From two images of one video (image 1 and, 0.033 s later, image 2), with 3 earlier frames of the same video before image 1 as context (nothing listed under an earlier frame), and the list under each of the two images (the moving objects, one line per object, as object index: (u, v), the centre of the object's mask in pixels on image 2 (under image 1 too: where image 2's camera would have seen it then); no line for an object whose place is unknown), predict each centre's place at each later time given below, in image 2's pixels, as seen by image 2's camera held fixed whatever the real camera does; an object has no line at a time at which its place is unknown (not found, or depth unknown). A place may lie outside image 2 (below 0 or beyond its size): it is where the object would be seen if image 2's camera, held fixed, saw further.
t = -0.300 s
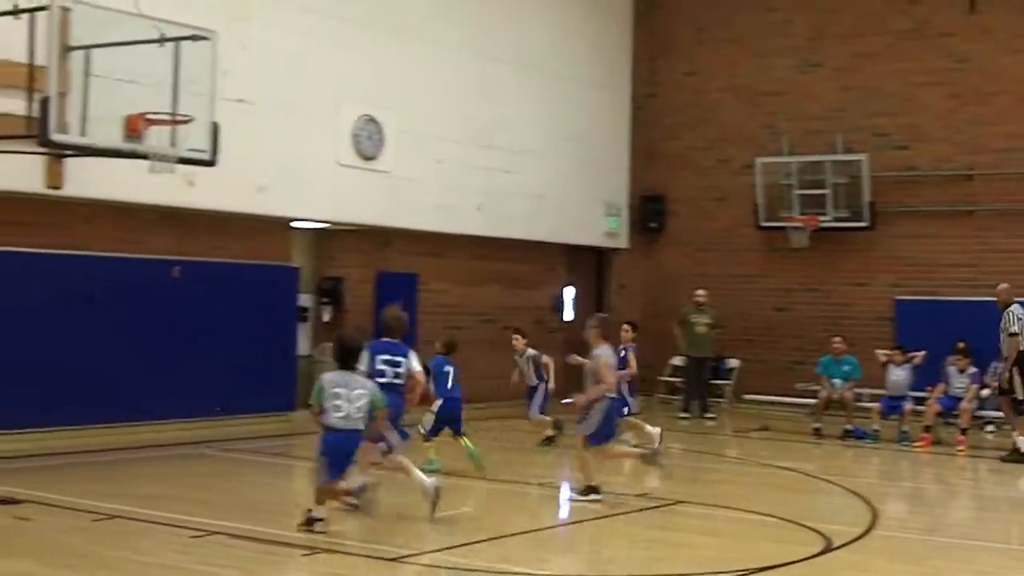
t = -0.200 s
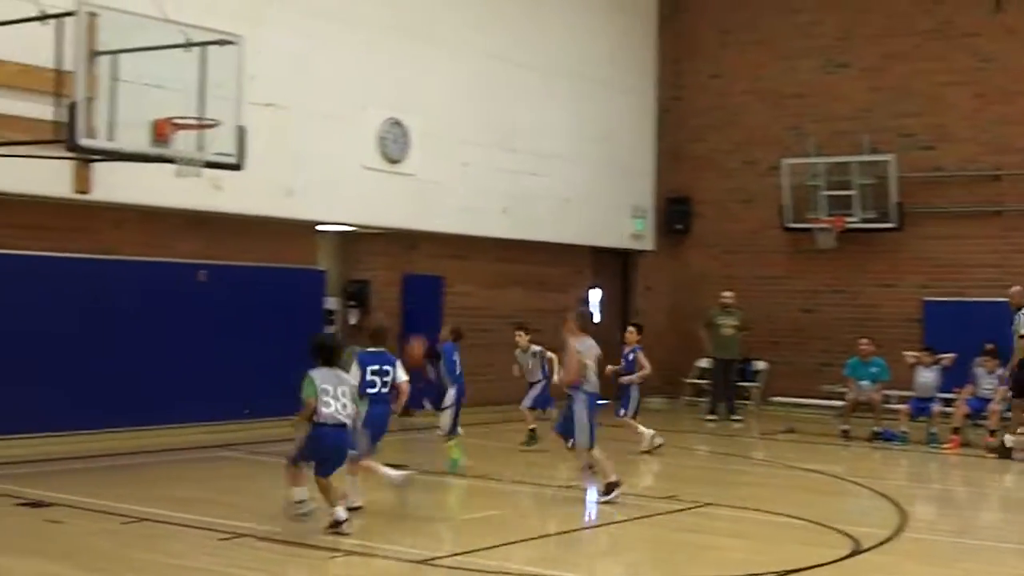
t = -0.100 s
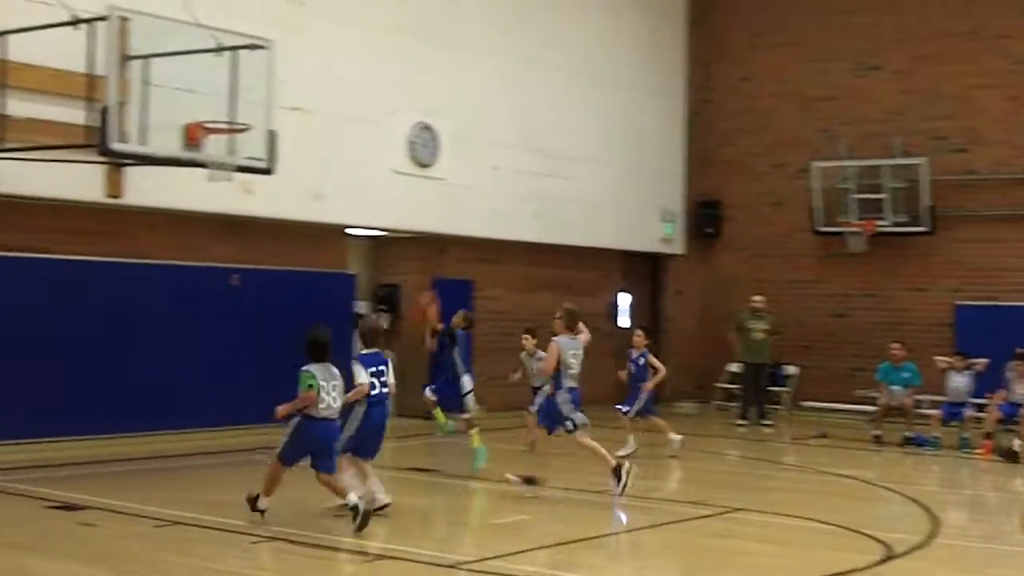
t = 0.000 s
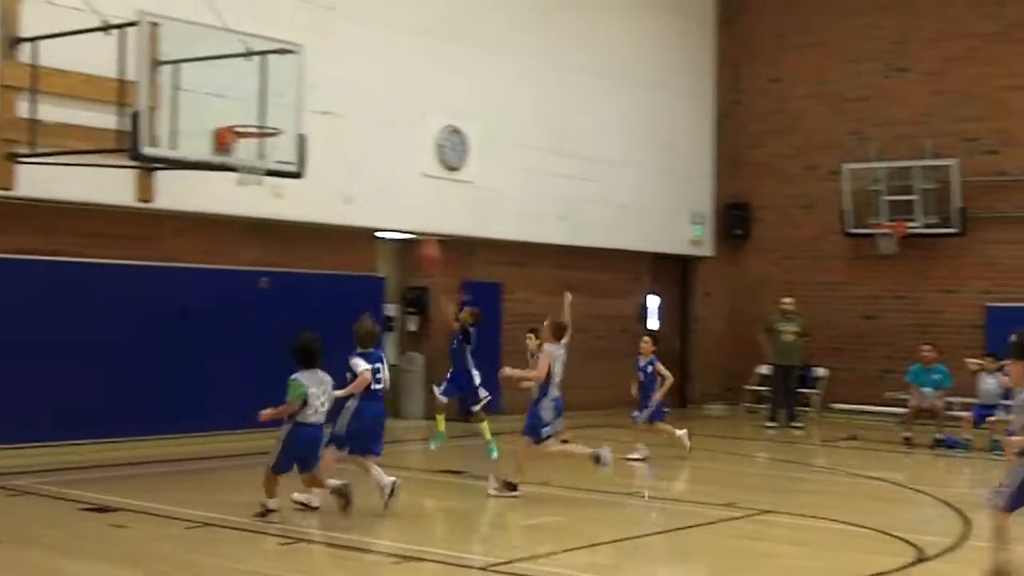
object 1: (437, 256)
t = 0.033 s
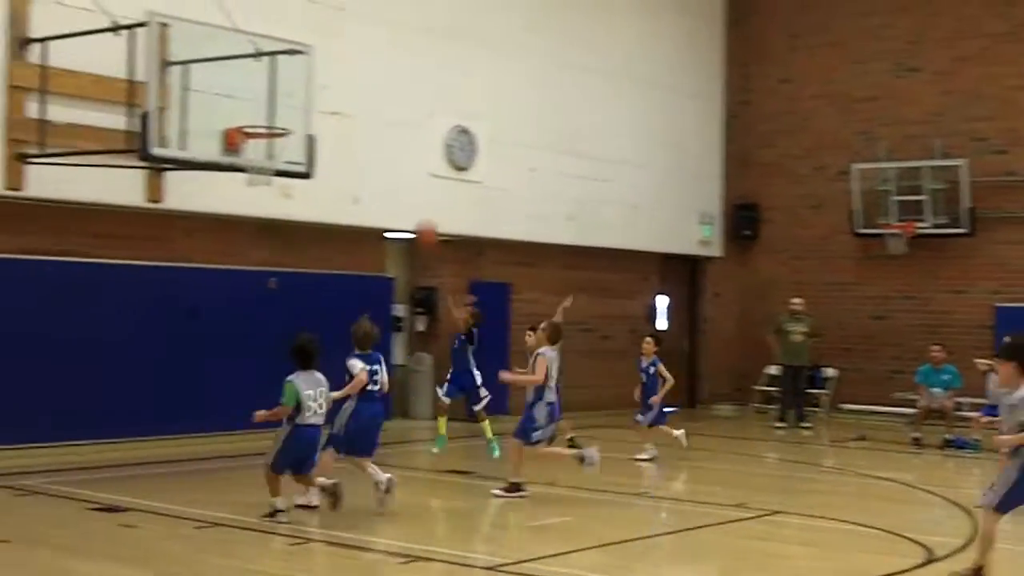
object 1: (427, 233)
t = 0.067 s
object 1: (415, 216)
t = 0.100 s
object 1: (404, 200)
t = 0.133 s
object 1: (393, 185)
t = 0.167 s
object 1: (383, 172)
